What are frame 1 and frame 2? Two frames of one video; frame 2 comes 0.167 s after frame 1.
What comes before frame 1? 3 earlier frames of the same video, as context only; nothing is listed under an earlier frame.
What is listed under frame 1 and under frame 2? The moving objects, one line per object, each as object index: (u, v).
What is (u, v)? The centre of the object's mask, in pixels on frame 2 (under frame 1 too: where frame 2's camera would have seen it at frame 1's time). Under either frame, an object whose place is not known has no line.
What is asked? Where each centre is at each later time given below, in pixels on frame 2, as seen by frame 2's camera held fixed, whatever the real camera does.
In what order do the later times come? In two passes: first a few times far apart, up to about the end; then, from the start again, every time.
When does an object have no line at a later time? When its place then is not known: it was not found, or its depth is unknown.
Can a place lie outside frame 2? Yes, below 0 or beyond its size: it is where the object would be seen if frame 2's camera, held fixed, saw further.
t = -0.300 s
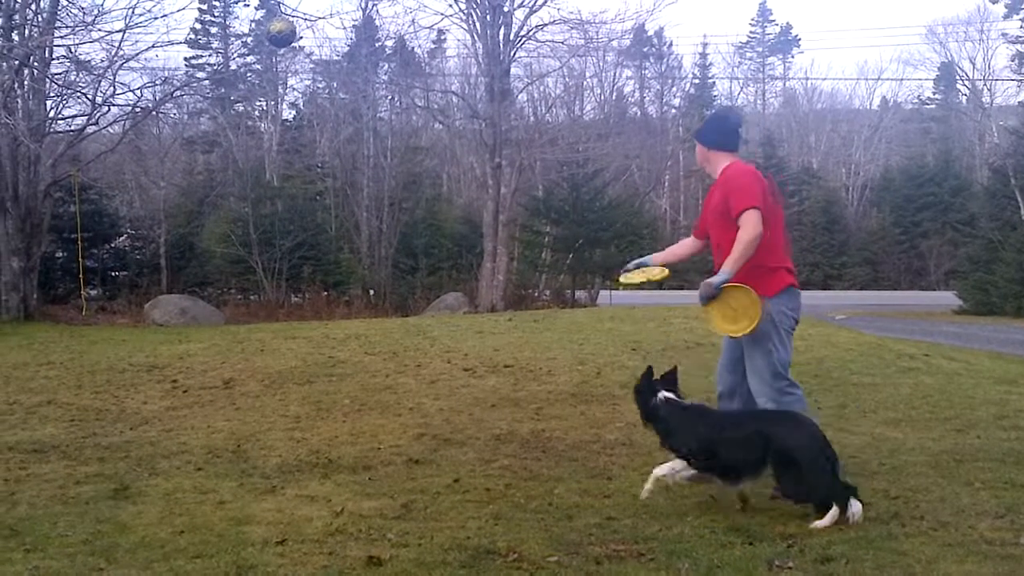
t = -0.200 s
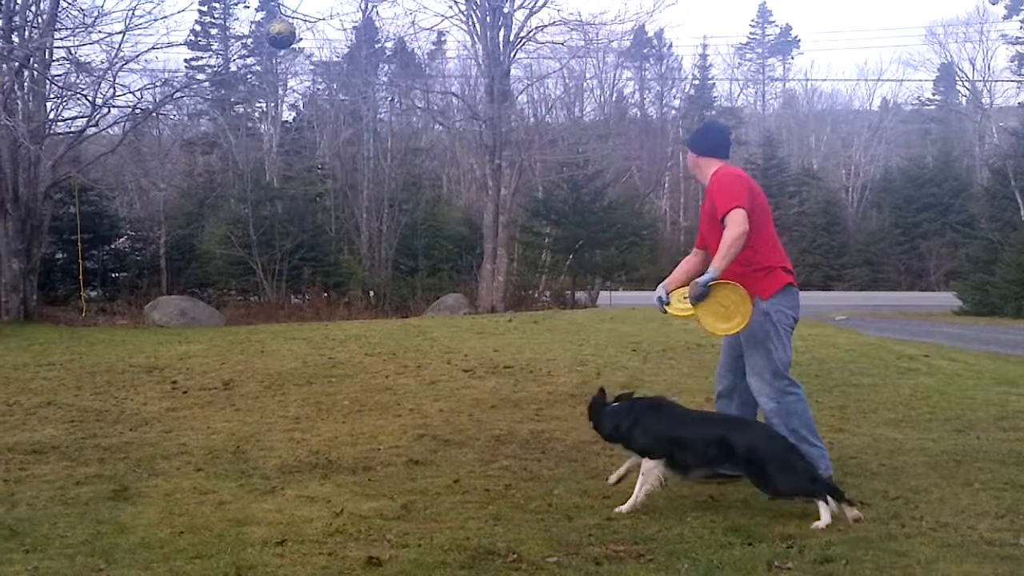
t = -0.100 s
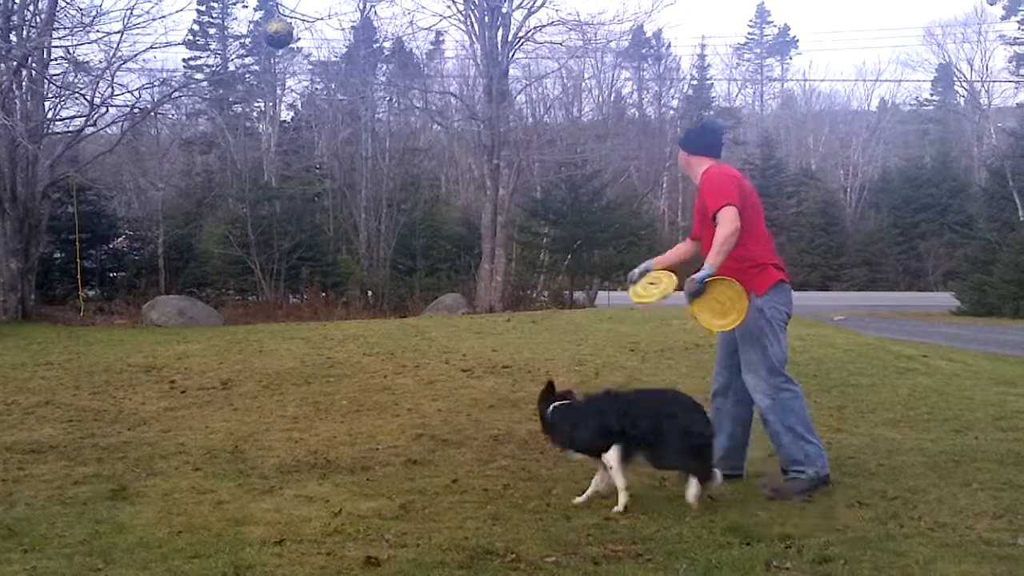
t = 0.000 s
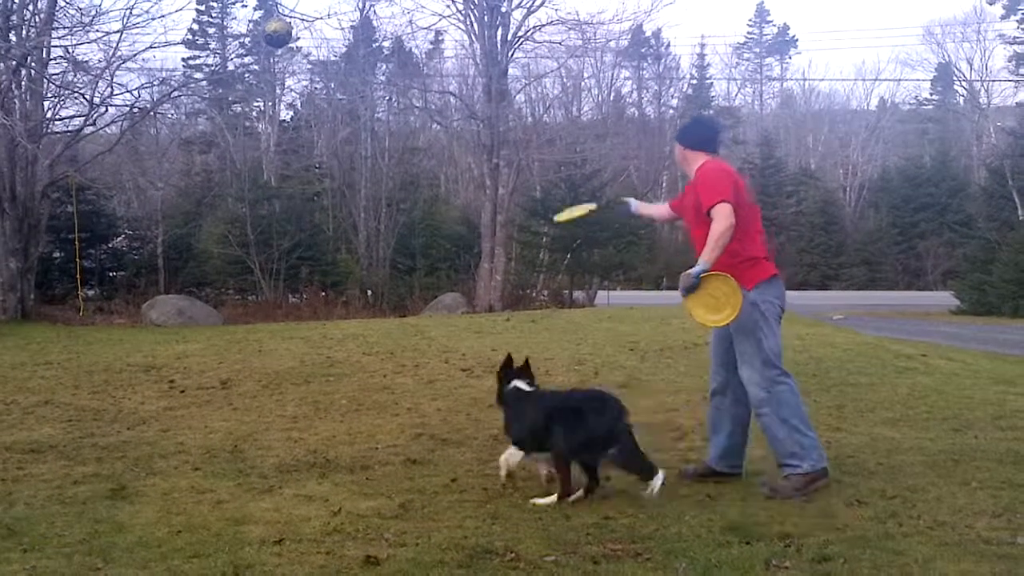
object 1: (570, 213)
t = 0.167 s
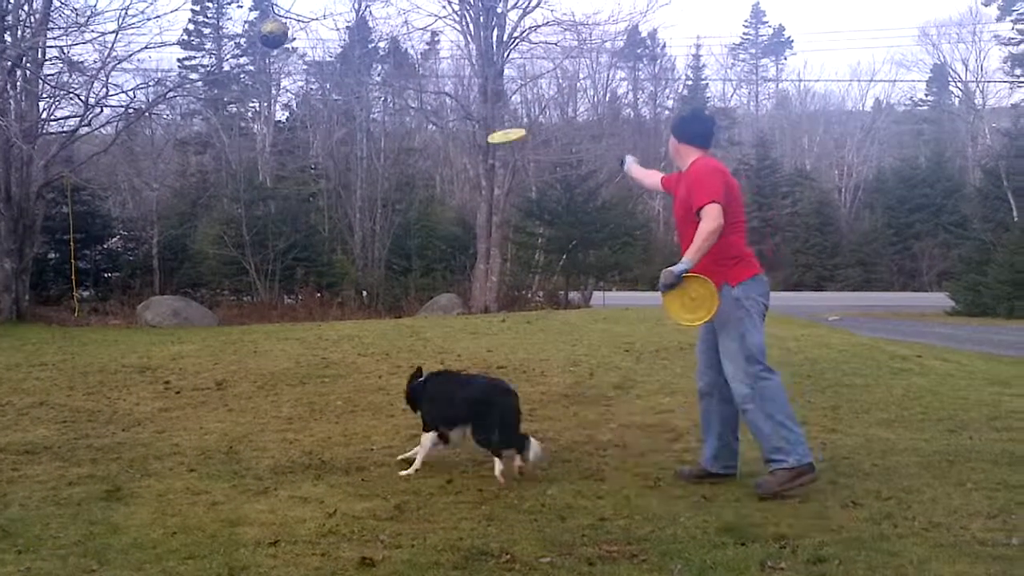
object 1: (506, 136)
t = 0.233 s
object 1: (487, 123)
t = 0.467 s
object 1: (433, 116)
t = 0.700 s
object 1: (392, 128)
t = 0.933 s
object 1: (359, 147)
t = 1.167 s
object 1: (327, 164)
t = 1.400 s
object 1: (291, 181)
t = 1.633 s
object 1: (250, 203)
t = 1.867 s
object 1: (200, 232)
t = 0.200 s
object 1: (495, 129)
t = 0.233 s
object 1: (487, 123)
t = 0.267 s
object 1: (477, 119)
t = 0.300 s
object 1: (470, 116)
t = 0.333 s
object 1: (462, 115)
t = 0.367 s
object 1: (453, 114)
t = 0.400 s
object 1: (448, 114)
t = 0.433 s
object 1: (440, 115)
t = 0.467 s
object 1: (433, 116)
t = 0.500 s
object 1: (427, 116)
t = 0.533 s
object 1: (422, 118)
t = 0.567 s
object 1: (414, 120)
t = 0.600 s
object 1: (409, 122)
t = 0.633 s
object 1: (404, 124)
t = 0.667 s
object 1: (397, 126)
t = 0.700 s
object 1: (392, 128)
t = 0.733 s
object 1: (387, 131)
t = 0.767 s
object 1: (382, 133)
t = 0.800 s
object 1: (378, 136)
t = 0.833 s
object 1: (373, 139)
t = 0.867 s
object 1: (368, 142)
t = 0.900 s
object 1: (364, 144)
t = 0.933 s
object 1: (359, 147)
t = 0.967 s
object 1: (355, 150)
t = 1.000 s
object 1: (350, 152)
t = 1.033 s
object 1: (346, 155)
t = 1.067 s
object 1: (341, 158)
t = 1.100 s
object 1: (337, 160)
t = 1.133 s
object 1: (332, 162)
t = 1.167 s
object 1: (327, 164)
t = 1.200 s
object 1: (322, 167)
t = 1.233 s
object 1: (317, 169)
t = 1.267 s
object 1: (311, 171)
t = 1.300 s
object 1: (307, 173)
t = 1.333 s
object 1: (302, 175)
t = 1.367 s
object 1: (296, 178)
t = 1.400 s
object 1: (291, 181)
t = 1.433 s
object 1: (285, 184)
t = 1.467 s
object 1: (279, 187)
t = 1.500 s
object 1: (274, 190)
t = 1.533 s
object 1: (268, 193)
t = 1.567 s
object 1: (262, 196)
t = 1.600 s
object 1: (256, 199)
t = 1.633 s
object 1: (250, 203)
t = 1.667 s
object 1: (242, 207)
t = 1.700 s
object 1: (235, 211)
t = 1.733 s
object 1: (230, 214)
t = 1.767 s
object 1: (223, 219)
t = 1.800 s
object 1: (216, 223)
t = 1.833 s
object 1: (208, 228)
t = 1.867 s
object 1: (200, 232)
